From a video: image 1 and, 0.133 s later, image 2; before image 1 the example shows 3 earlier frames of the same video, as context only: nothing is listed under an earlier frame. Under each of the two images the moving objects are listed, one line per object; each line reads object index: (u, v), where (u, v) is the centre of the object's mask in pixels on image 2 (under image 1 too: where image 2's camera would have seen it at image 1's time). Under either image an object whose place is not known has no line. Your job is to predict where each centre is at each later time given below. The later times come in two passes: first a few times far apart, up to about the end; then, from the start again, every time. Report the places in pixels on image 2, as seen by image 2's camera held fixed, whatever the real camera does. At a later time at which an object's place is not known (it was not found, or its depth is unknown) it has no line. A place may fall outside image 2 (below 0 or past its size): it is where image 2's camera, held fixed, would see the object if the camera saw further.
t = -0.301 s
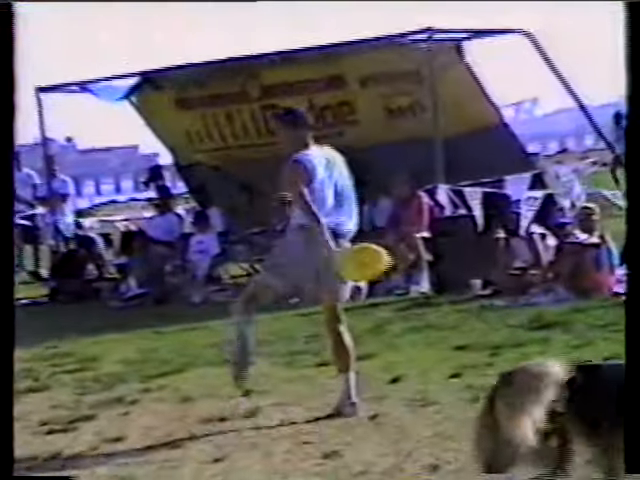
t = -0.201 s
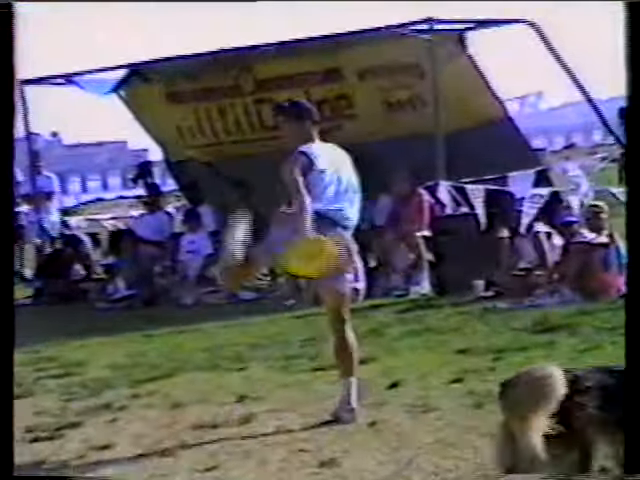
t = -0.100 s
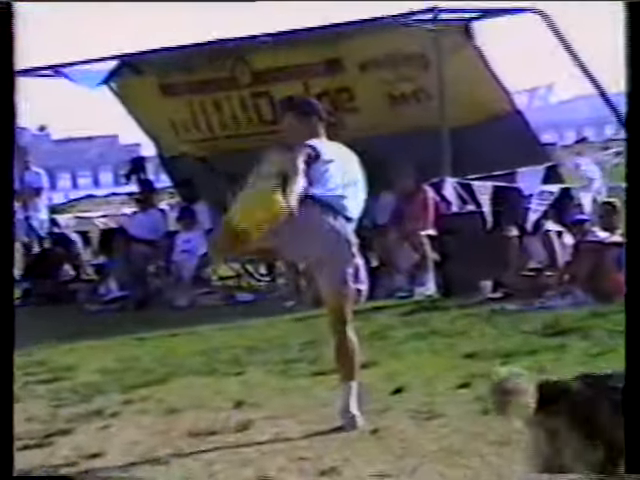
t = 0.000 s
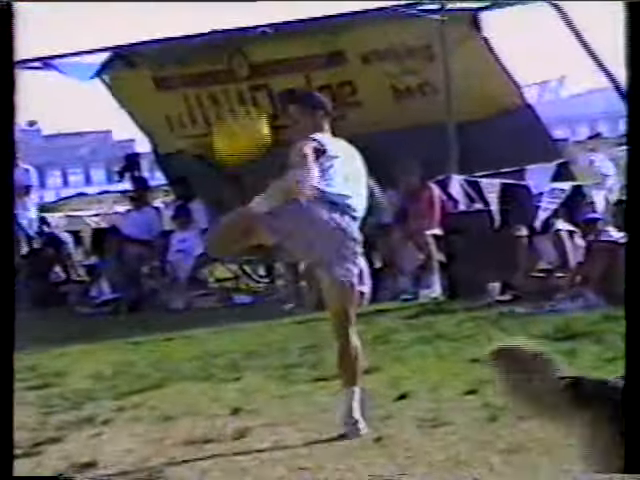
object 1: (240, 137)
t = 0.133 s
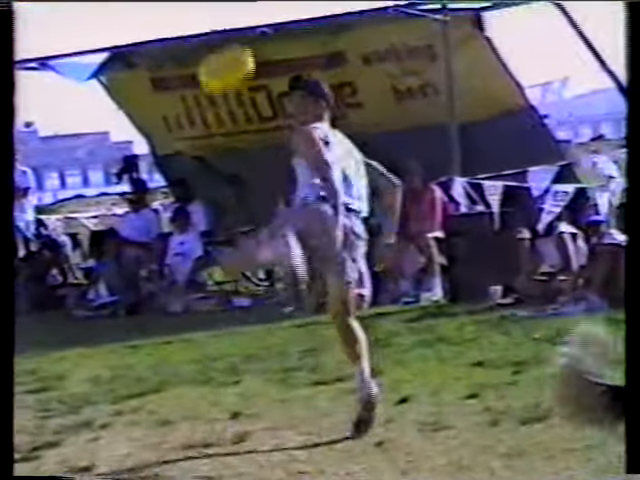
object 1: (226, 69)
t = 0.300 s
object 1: (206, 26)
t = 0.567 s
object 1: (172, 43)
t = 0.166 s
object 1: (222, 56)
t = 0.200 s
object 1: (218, 47)
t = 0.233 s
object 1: (213, 36)
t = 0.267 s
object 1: (209, 30)
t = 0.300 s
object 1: (206, 26)
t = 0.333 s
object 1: (202, 23)
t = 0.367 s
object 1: (199, 22)
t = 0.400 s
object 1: (195, 22)
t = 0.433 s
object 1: (192, 23)
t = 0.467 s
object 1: (188, 25)
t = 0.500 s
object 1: (182, 31)
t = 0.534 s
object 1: (176, 36)
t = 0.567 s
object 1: (172, 43)
